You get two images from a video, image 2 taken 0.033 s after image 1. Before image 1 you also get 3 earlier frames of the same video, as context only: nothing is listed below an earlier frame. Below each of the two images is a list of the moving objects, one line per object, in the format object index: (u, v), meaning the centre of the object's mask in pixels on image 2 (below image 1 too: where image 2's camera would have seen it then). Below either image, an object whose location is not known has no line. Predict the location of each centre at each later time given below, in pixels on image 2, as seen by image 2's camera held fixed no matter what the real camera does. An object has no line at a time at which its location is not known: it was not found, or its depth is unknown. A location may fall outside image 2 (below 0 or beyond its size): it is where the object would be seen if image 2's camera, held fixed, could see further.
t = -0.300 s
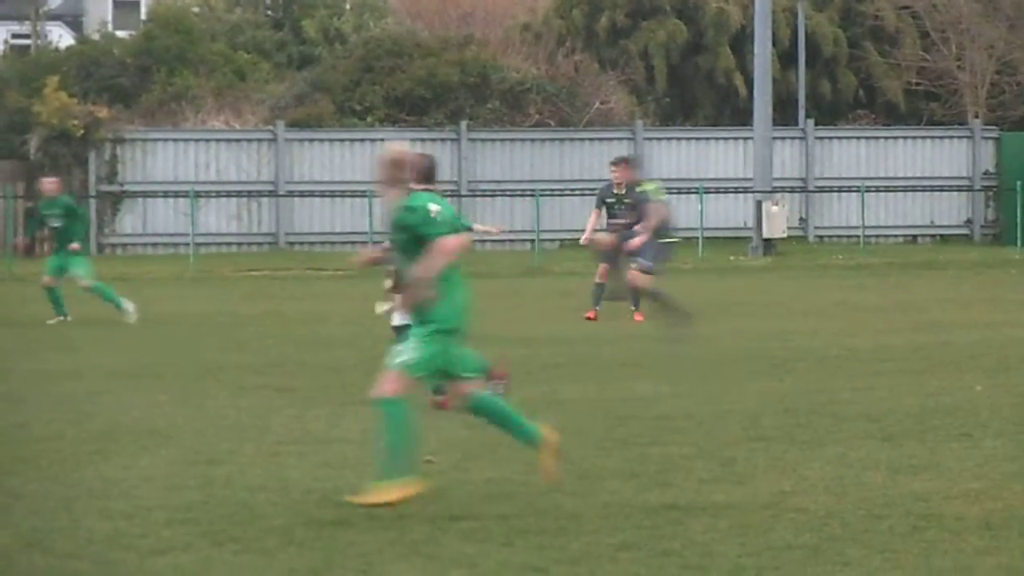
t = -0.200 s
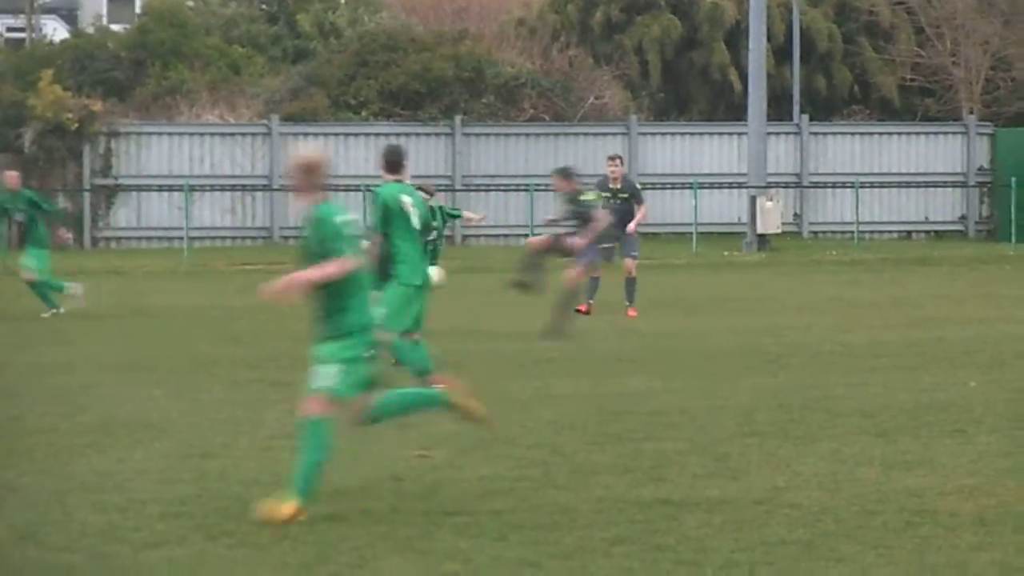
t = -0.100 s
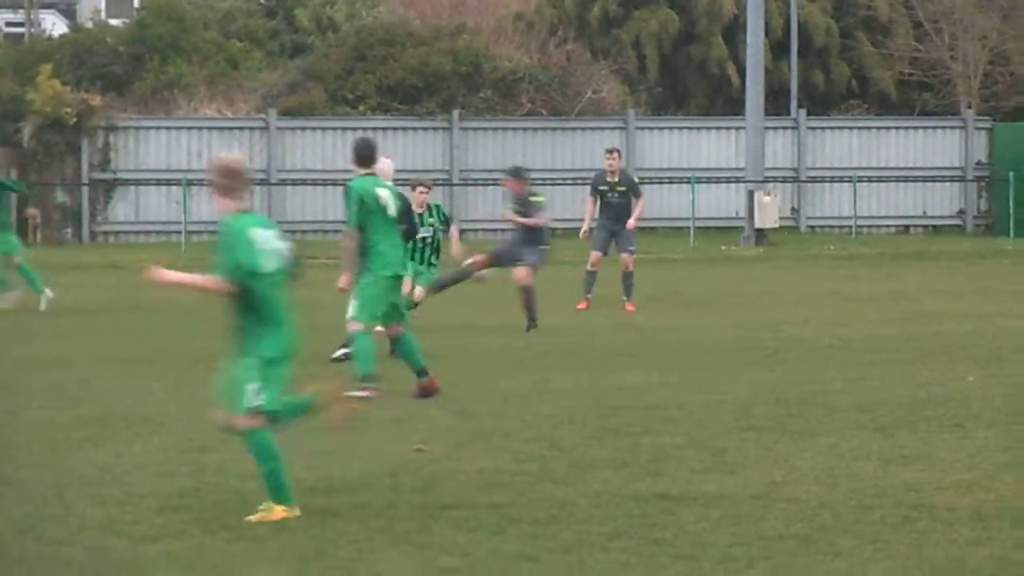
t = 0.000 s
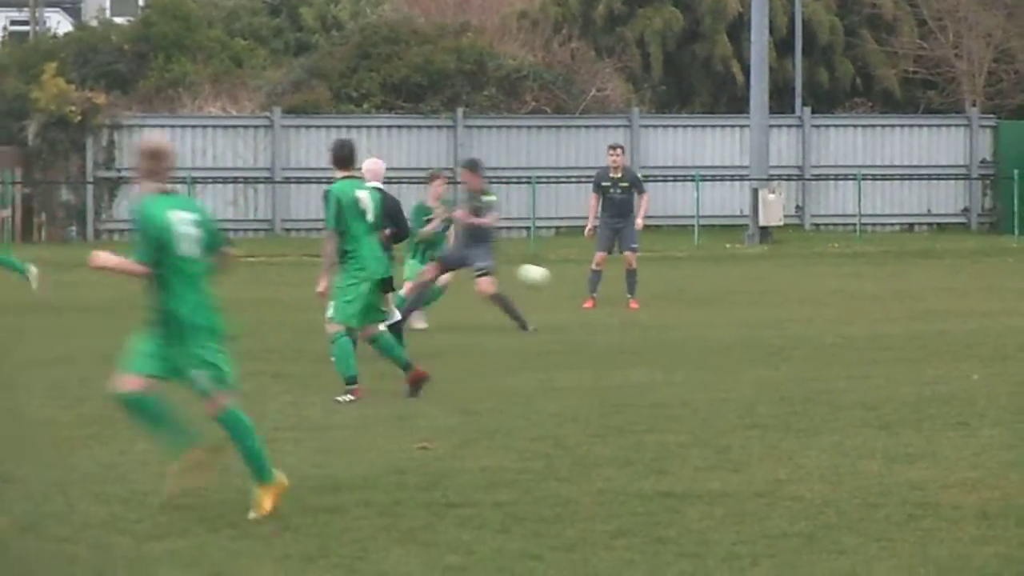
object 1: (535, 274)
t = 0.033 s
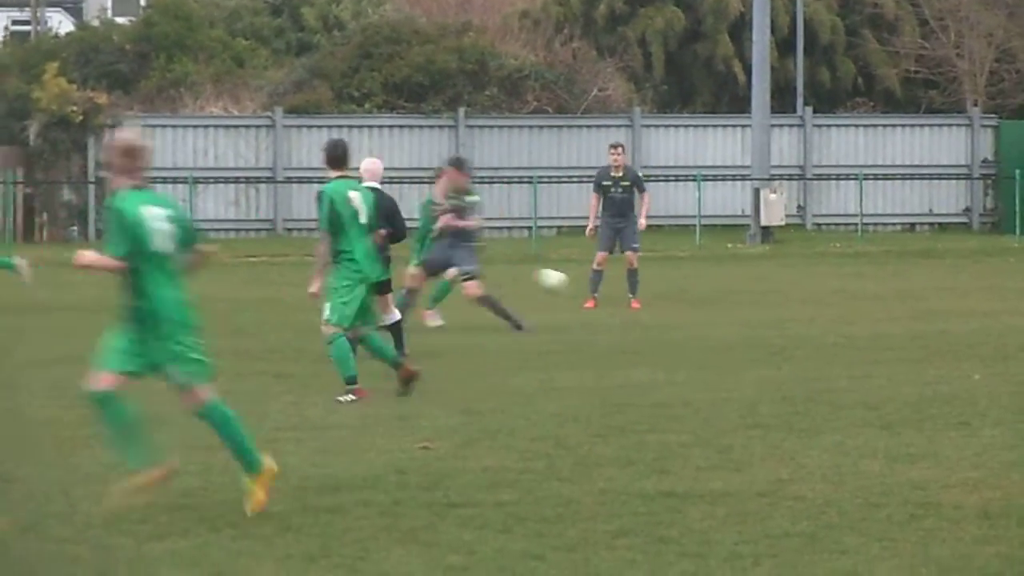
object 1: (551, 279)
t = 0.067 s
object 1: (568, 285)
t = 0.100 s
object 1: (584, 292)
